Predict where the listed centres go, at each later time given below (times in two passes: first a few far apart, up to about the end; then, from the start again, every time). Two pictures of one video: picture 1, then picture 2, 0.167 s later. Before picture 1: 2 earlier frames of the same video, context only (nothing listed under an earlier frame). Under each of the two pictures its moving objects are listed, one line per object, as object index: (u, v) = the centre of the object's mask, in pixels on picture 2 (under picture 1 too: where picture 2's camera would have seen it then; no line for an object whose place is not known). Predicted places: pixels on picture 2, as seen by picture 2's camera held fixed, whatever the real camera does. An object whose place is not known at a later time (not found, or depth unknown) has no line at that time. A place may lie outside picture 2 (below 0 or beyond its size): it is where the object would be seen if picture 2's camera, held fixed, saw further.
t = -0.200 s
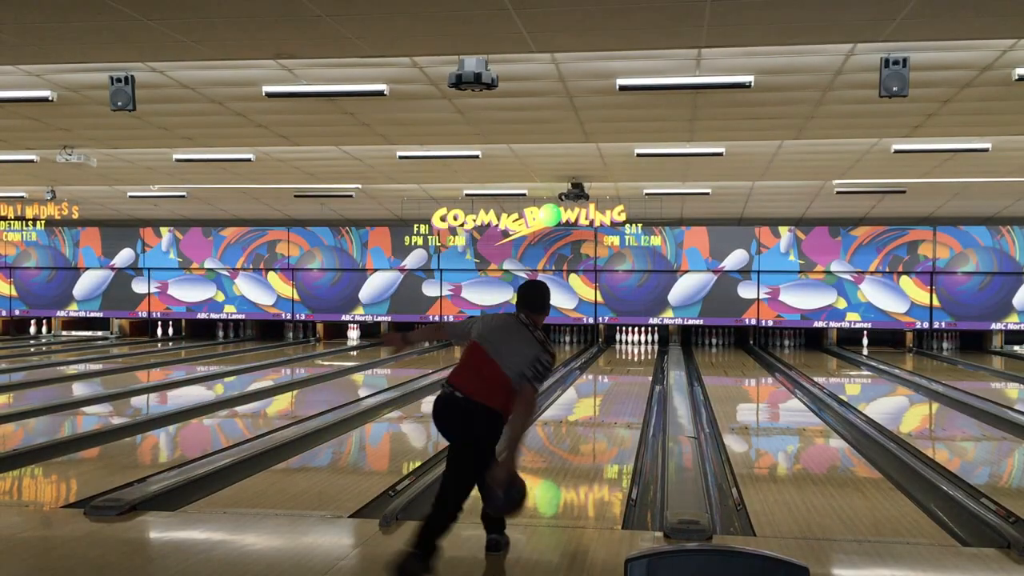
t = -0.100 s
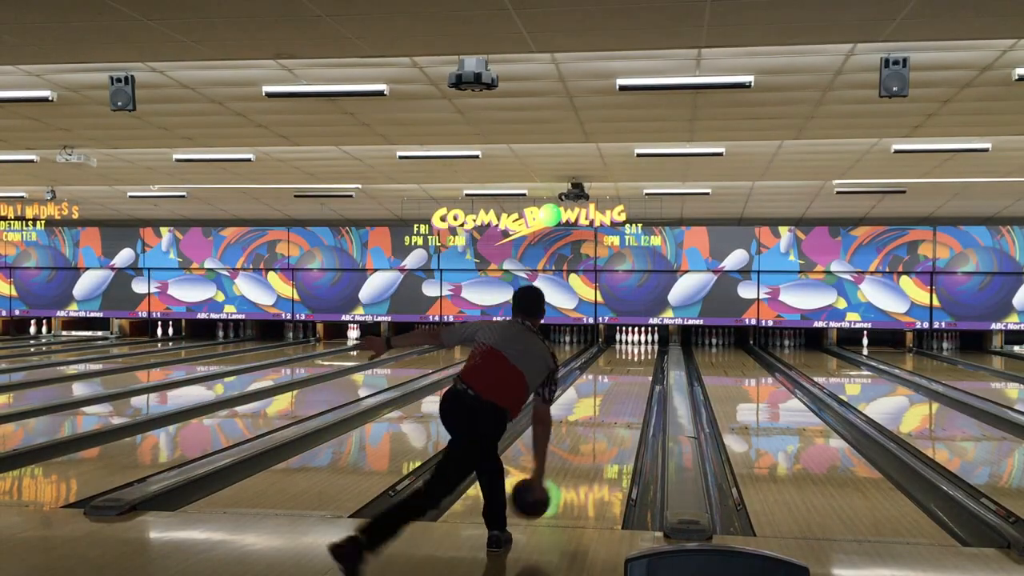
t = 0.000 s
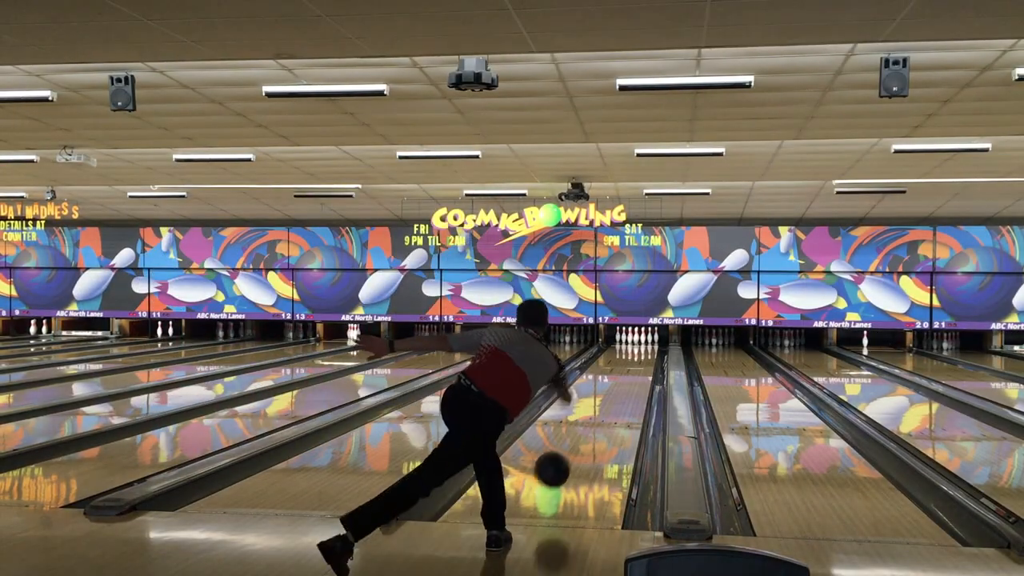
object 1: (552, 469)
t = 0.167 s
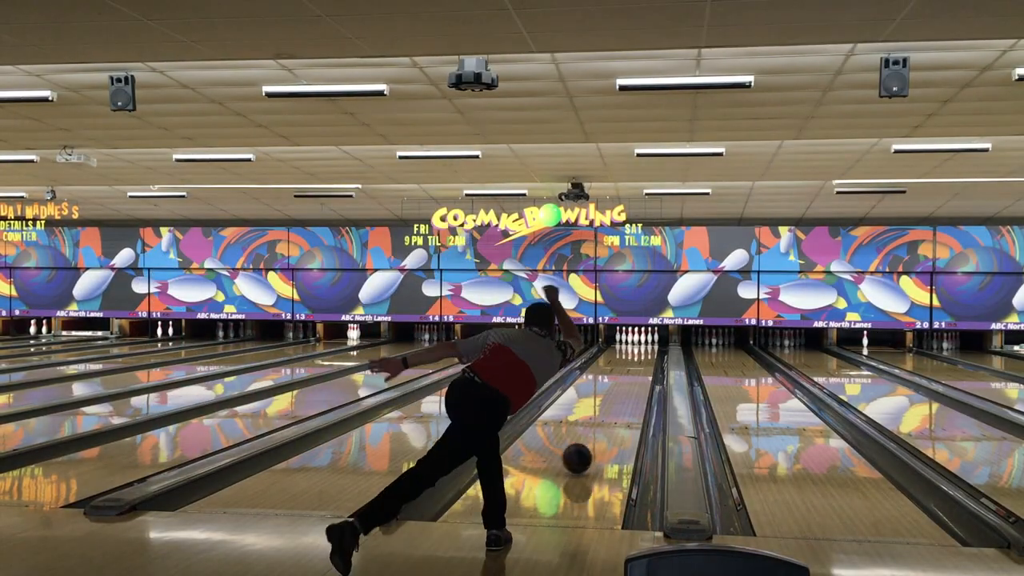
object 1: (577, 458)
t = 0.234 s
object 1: (585, 448)
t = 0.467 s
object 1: (605, 419)
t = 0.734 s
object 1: (620, 396)
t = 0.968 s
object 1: (629, 383)
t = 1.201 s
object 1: (636, 371)
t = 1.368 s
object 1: (639, 365)
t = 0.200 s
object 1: (581, 454)
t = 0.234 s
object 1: (585, 448)
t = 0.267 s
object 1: (588, 444)
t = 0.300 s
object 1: (592, 439)
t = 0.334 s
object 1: (594, 434)
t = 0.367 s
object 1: (597, 430)
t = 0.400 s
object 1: (600, 426)
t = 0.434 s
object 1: (603, 422)
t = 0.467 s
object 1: (605, 419)
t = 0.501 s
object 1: (607, 415)
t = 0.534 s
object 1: (609, 412)
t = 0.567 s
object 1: (611, 409)
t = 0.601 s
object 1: (613, 407)
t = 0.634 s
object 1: (615, 404)
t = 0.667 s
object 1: (617, 401)
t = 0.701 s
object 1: (619, 399)
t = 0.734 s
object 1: (620, 396)
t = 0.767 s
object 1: (622, 394)
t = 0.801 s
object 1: (623, 392)
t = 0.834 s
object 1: (625, 390)
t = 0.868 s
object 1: (626, 388)
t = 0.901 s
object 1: (627, 386)
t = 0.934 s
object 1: (629, 384)
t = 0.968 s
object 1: (629, 383)
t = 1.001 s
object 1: (631, 381)
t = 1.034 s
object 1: (632, 379)
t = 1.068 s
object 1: (633, 377)
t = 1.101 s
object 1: (633, 376)
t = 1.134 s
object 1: (634, 374)
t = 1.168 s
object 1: (635, 373)
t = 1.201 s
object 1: (636, 371)
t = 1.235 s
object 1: (637, 370)
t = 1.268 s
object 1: (637, 369)
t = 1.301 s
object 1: (638, 368)
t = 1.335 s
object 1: (639, 367)
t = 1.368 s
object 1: (639, 365)
